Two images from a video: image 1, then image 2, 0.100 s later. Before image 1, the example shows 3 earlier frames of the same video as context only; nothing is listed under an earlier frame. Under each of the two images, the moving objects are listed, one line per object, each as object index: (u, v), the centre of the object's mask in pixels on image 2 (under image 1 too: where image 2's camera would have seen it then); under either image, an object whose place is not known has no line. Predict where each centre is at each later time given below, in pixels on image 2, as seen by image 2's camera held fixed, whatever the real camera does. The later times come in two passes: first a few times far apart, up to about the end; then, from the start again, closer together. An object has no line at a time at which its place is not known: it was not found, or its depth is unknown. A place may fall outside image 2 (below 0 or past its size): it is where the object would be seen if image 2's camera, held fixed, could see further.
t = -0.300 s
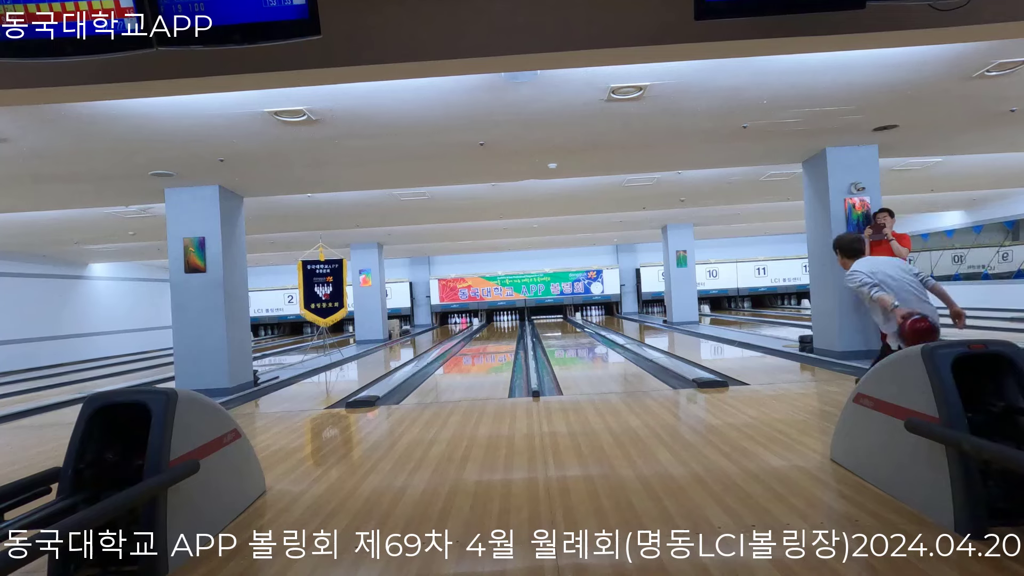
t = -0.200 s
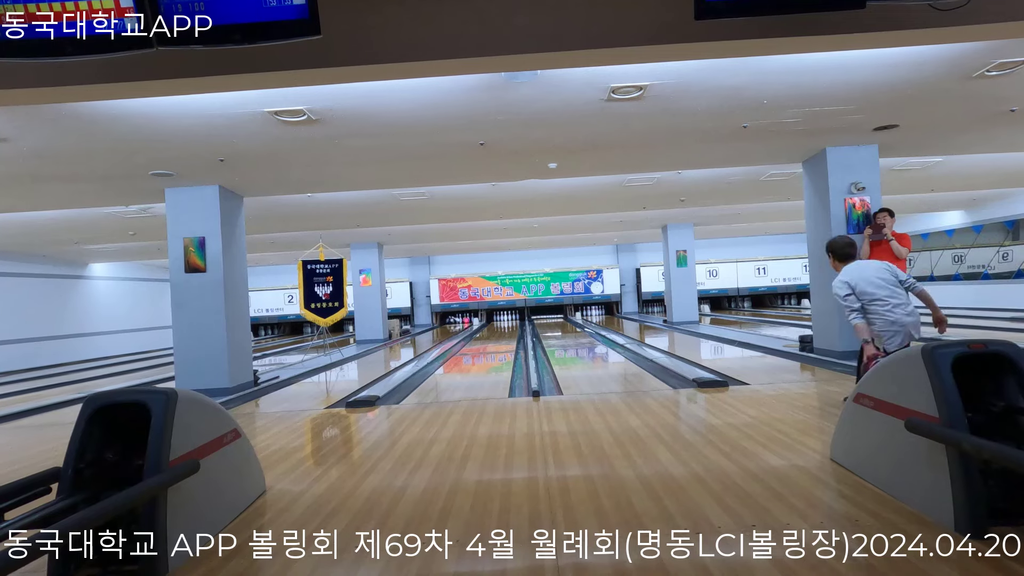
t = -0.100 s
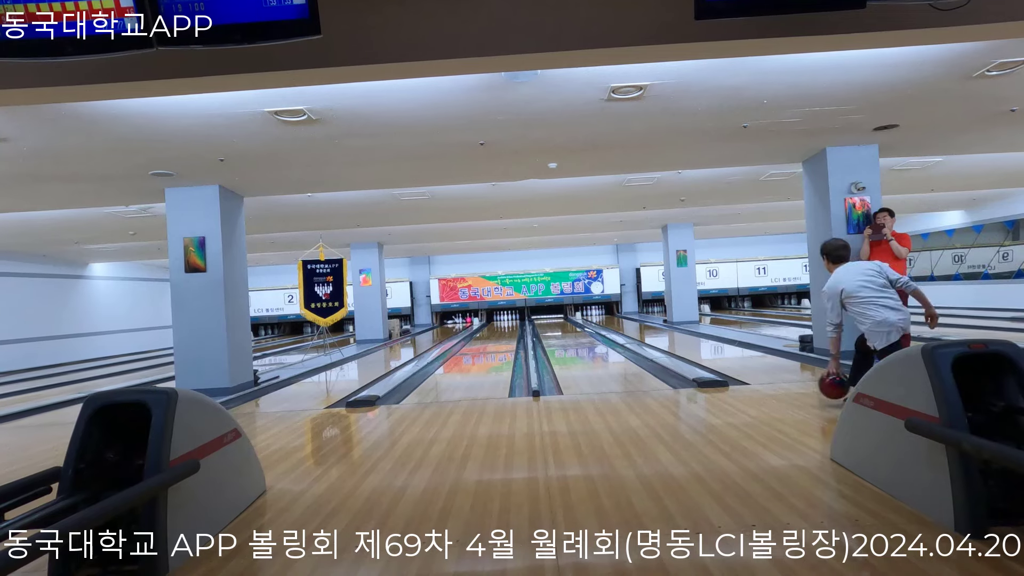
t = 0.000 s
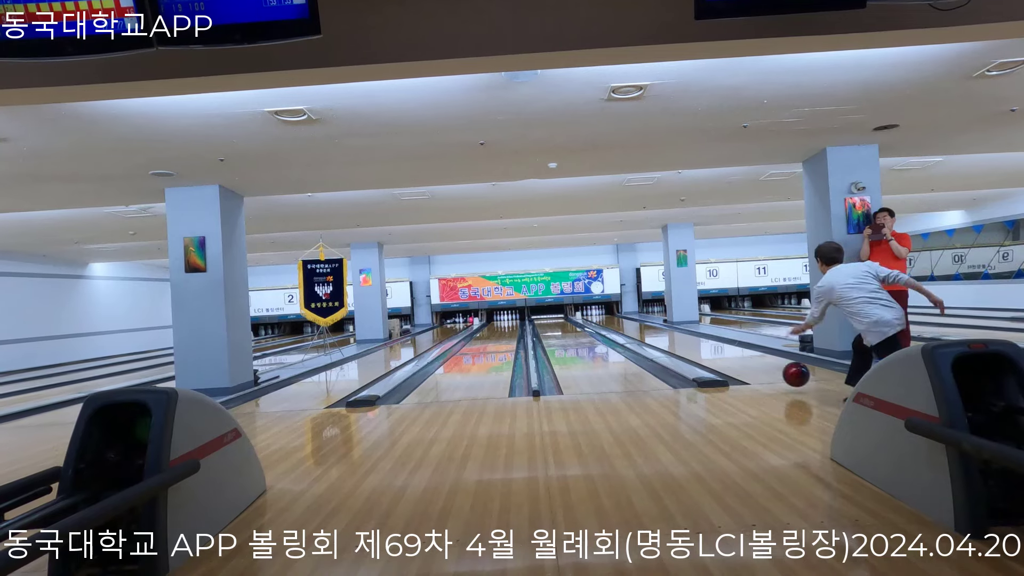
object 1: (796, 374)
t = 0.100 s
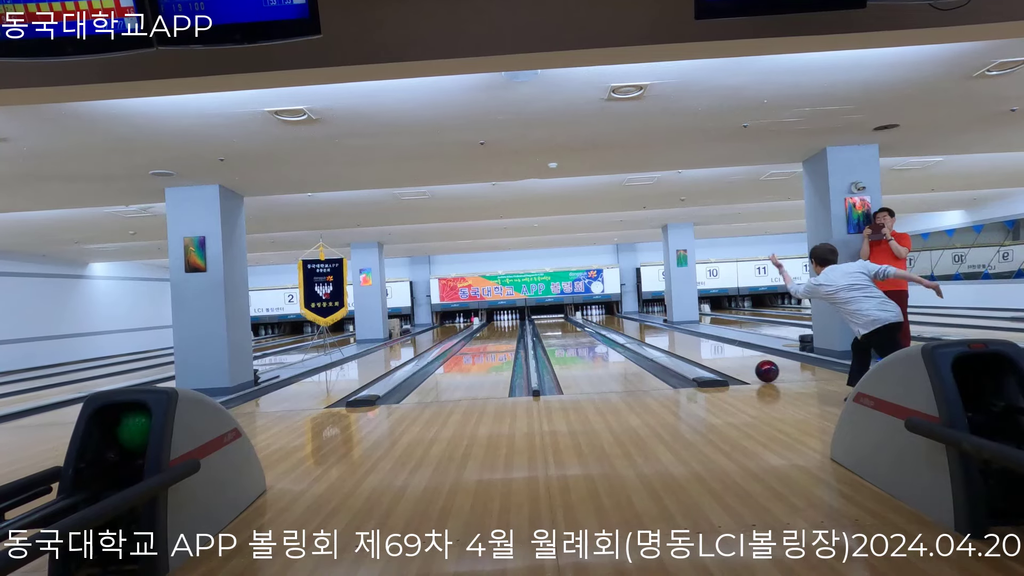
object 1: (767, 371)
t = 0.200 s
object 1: (744, 364)
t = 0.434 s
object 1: (704, 350)
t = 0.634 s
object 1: (682, 345)
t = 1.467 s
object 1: (630, 328)
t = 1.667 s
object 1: (623, 324)
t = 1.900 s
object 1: (616, 320)
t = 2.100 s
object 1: (611, 319)
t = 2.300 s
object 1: (607, 316)
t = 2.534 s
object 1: (603, 315)
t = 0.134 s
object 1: (758, 369)
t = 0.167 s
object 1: (751, 367)
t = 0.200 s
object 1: (744, 364)
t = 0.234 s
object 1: (737, 362)
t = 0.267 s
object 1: (731, 360)
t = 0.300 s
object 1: (725, 357)
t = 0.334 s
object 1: (719, 355)
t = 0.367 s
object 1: (714, 354)
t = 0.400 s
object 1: (709, 352)
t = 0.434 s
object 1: (704, 350)
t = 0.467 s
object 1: (700, 349)
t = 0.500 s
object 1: (696, 347)
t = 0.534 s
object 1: (692, 347)
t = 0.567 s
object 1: (689, 347)
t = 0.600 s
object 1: (685, 345)
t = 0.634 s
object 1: (682, 345)
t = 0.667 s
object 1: (678, 344)
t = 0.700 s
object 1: (677, 343)
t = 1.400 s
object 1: (633, 329)
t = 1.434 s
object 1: (632, 328)
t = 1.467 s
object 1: (630, 328)
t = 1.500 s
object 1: (629, 328)
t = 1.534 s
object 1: (628, 327)
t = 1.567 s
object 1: (626, 326)
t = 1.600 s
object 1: (626, 324)
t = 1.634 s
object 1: (624, 325)
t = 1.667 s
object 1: (623, 324)
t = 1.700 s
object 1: (621, 323)
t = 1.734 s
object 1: (620, 323)
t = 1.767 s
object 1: (619, 322)
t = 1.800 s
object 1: (618, 321)
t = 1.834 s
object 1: (618, 321)
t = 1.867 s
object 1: (618, 320)
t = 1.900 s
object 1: (616, 320)
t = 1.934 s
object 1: (615, 320)
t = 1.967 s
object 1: (614, 320)
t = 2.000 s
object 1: (613, 320)
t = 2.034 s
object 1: (612, 320)
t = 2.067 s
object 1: (612, 319)
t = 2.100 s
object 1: (611, 319)
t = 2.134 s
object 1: (611, 317)
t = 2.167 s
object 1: (611, 317)
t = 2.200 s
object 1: (610, 316)
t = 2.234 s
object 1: (610, 317)
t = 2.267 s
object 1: (608, 316)
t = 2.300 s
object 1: (607, 316)
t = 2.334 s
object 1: (608, 315)
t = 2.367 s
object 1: (607, 315)
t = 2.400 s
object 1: (607, 315)
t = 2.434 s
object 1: (606, 314)
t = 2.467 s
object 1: (605, 314)
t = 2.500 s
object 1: (604, 314)
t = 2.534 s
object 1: (603, 315)
